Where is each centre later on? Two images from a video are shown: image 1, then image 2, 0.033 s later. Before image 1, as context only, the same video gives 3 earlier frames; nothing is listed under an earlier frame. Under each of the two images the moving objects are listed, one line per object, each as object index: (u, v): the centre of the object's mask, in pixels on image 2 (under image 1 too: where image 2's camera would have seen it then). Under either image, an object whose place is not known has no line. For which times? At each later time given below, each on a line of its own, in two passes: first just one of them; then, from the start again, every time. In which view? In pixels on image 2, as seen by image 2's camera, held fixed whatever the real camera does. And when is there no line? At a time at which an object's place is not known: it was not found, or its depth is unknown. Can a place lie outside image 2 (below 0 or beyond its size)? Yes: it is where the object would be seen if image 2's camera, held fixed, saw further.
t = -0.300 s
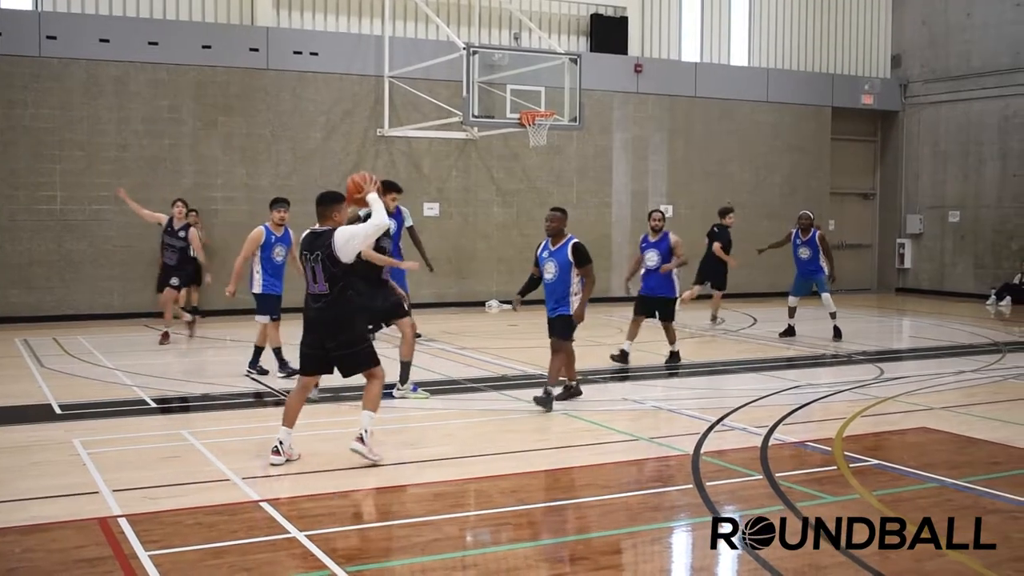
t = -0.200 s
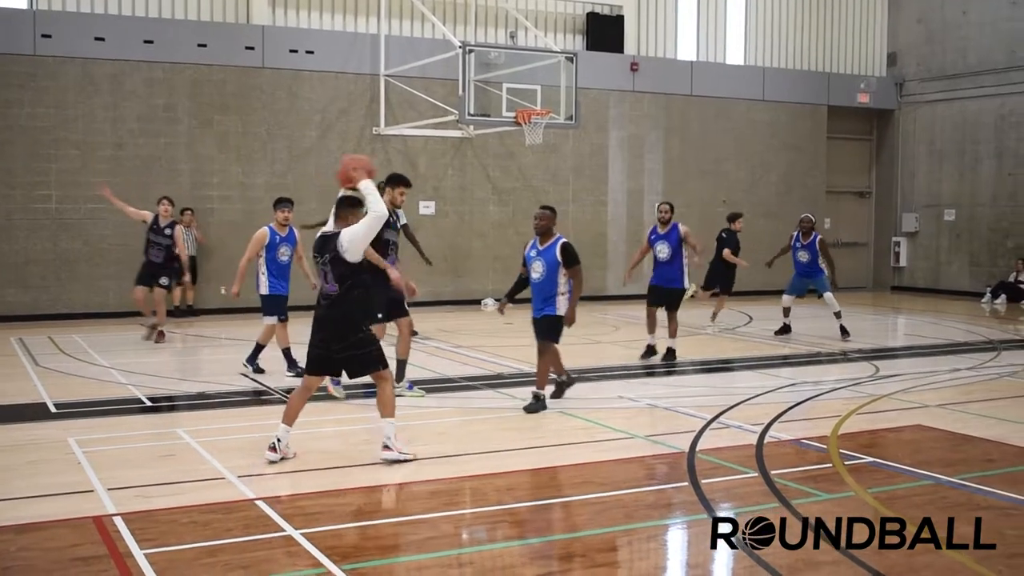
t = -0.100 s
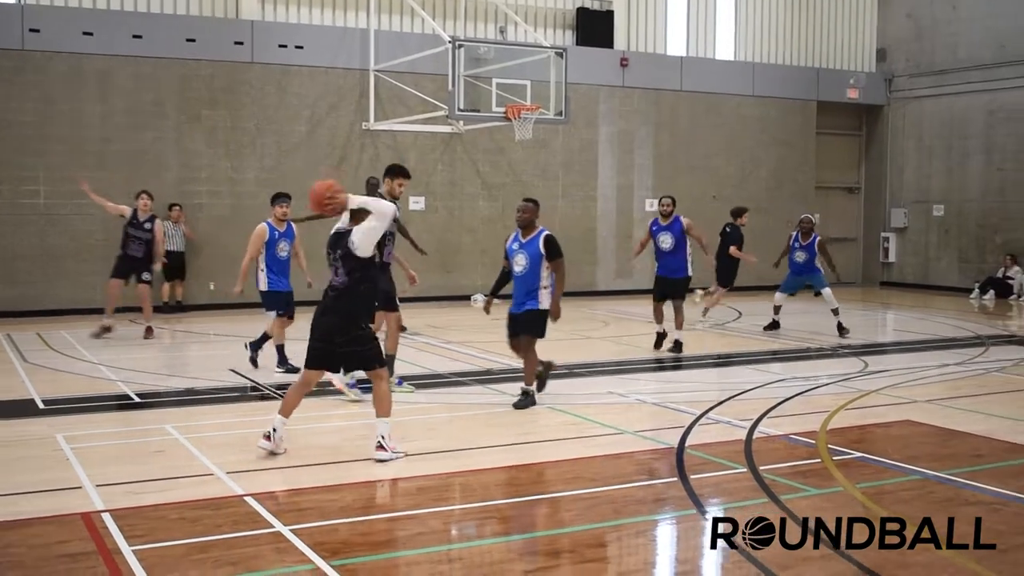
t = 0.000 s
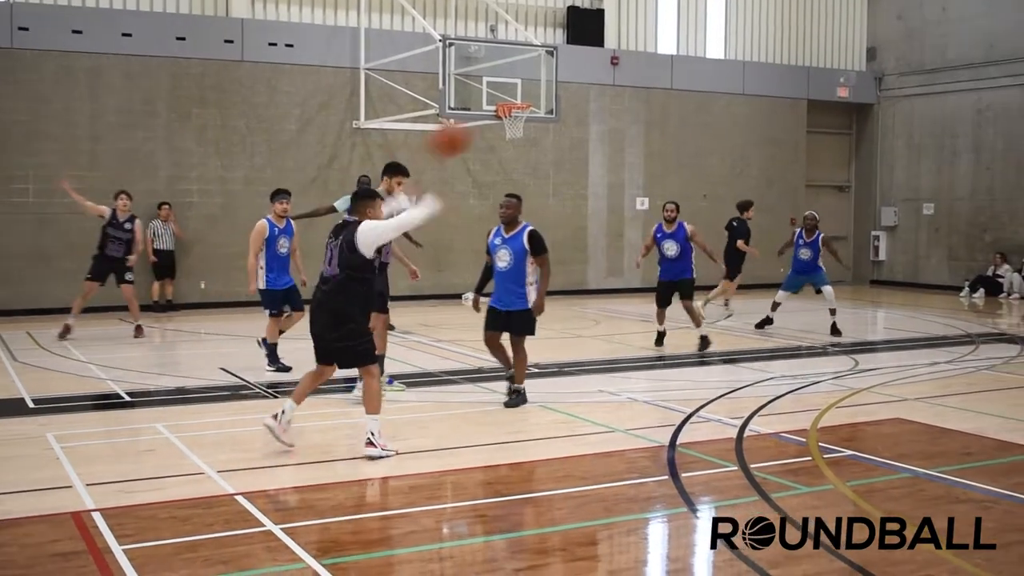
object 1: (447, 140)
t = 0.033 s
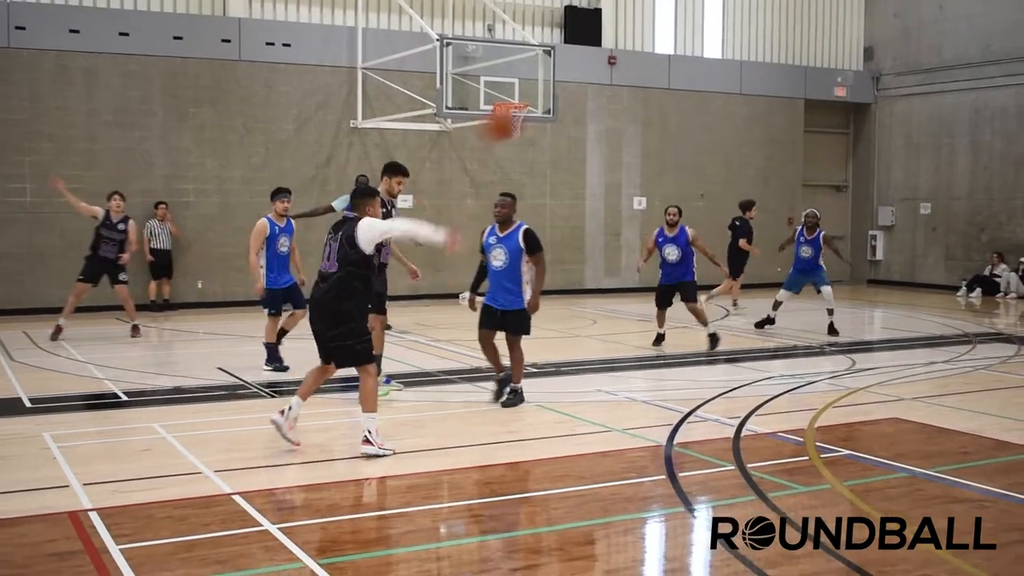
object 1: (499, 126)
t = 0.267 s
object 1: (816, 79)
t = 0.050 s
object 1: (528, 119)
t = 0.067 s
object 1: (553, 111)
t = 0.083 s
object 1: (577, 105)
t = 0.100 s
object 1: (601, 101)
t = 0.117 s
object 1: (626, 97)
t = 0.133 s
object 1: (650, 92)
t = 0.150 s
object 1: (674, 88)
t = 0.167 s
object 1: (694, 85)
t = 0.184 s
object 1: (716, 83)
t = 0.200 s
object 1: (737, 82)
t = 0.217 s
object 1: (758, 80)
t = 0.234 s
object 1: (779, 78)
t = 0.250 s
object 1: (798, 79)
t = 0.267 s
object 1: (816, 79)
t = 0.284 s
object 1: (835, 79)
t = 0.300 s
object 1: (854, 79)
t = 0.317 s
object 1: (870, 80)
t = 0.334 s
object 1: (889, 82)
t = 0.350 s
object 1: (907, 82)
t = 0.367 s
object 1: (922, 85)
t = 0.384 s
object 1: (940, 87)
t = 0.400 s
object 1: (955, 90)
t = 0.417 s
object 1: (972, 92)
